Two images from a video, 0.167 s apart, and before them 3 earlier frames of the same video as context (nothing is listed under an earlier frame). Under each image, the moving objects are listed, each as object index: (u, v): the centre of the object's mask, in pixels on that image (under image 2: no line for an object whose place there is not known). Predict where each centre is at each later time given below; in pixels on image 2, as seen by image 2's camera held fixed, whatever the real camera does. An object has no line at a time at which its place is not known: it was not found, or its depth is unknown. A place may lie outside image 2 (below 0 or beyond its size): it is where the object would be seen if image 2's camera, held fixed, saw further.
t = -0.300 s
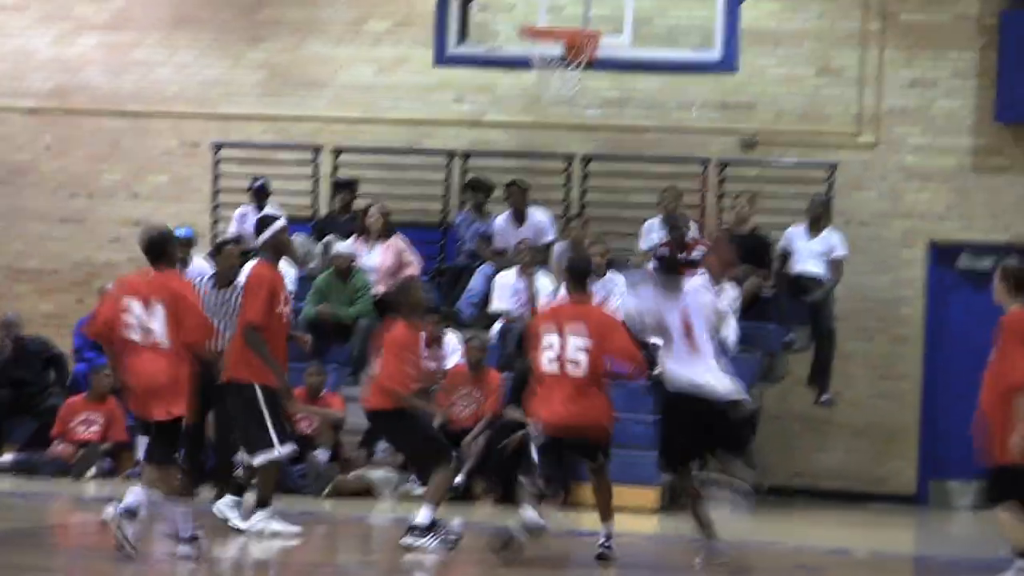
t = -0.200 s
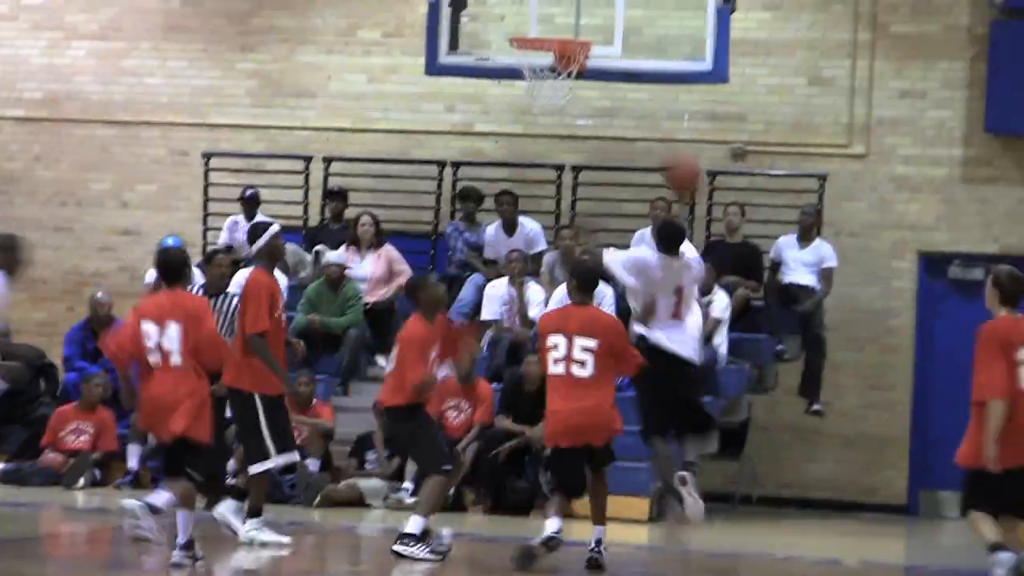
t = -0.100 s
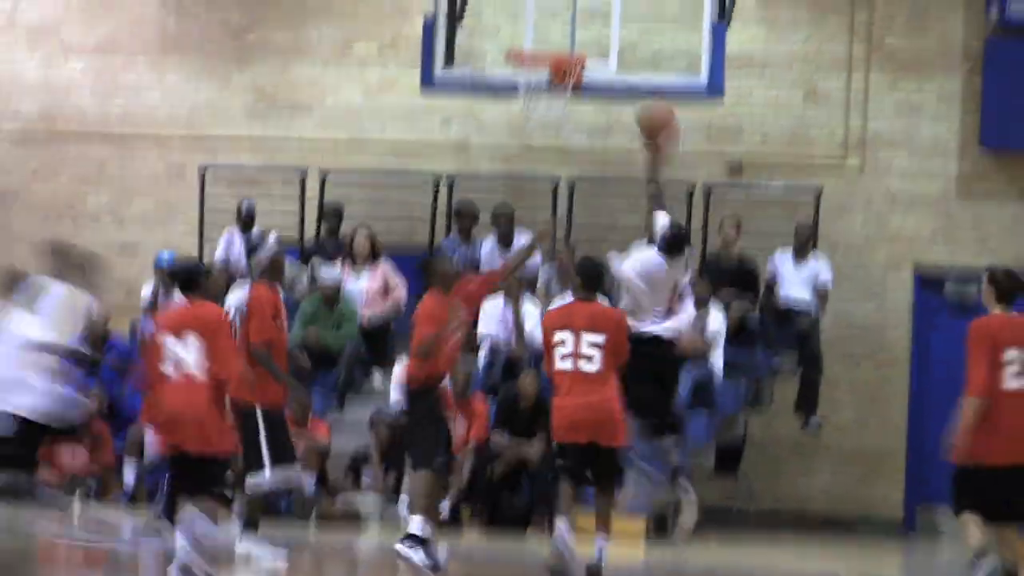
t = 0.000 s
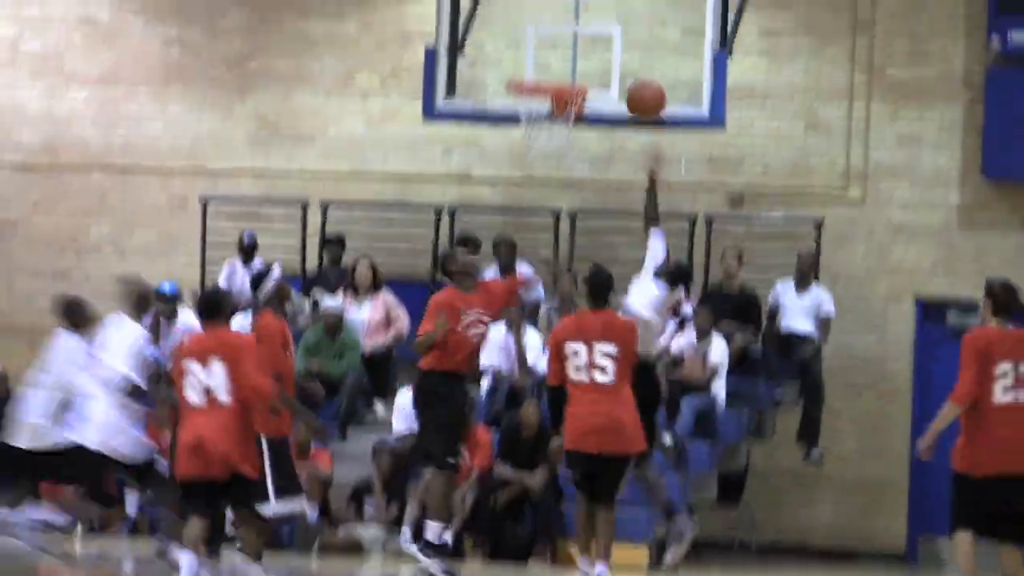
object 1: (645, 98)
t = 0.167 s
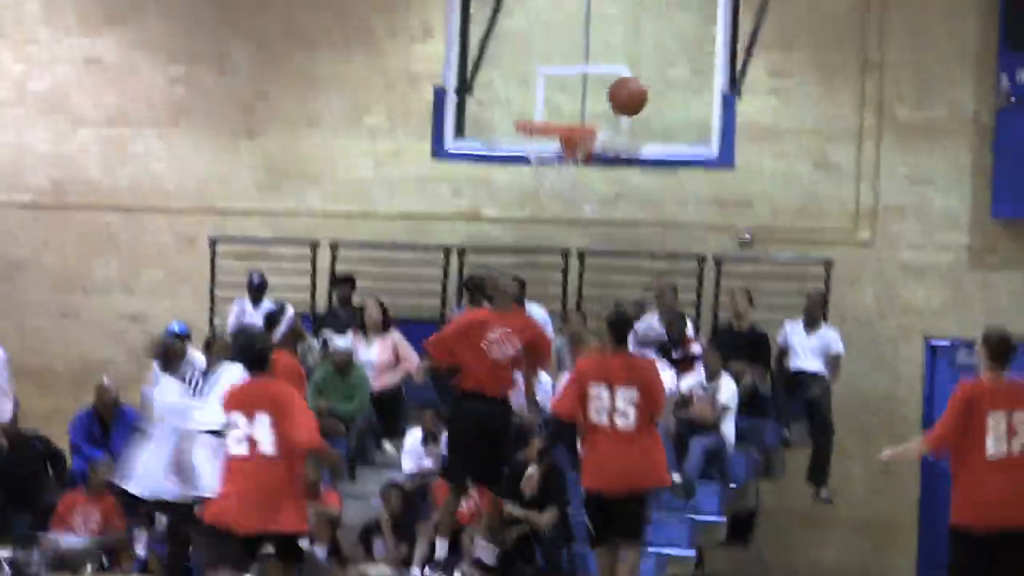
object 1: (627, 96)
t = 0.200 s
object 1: (624, 93)
